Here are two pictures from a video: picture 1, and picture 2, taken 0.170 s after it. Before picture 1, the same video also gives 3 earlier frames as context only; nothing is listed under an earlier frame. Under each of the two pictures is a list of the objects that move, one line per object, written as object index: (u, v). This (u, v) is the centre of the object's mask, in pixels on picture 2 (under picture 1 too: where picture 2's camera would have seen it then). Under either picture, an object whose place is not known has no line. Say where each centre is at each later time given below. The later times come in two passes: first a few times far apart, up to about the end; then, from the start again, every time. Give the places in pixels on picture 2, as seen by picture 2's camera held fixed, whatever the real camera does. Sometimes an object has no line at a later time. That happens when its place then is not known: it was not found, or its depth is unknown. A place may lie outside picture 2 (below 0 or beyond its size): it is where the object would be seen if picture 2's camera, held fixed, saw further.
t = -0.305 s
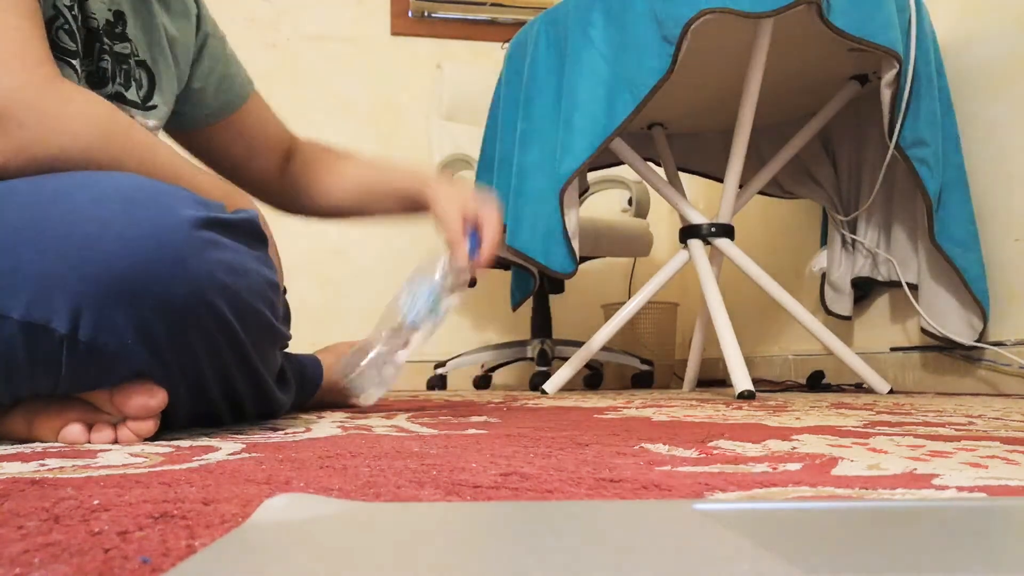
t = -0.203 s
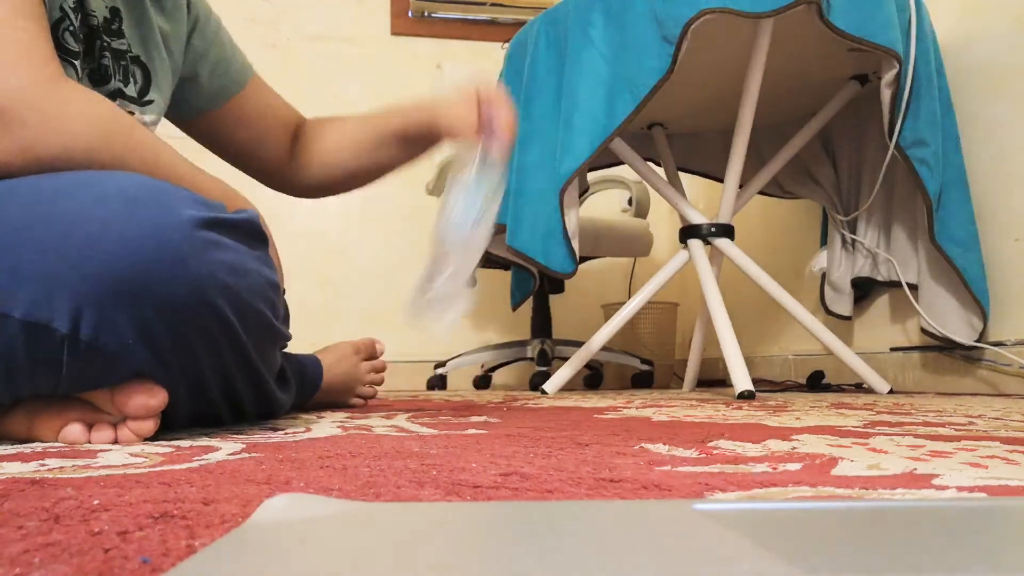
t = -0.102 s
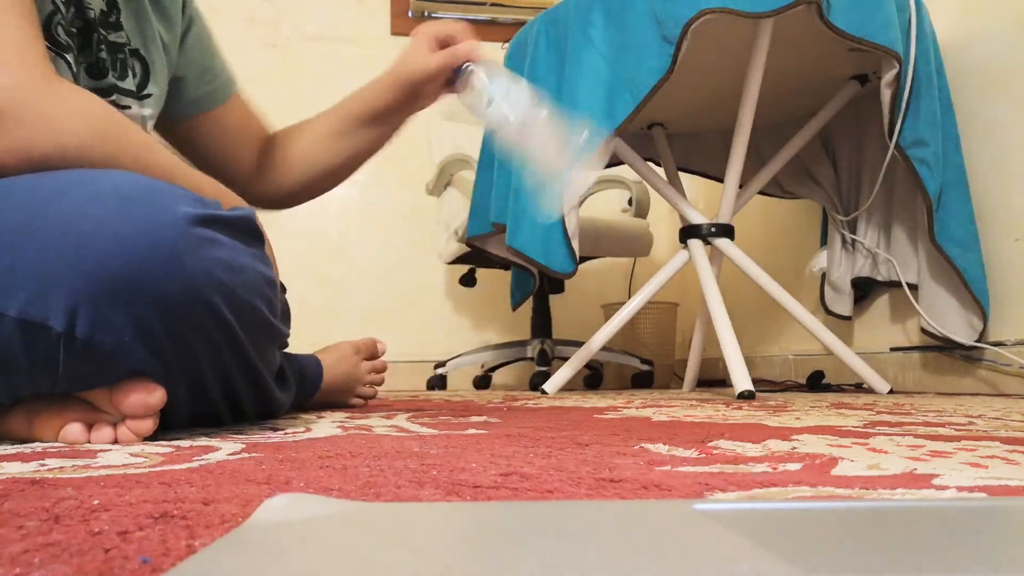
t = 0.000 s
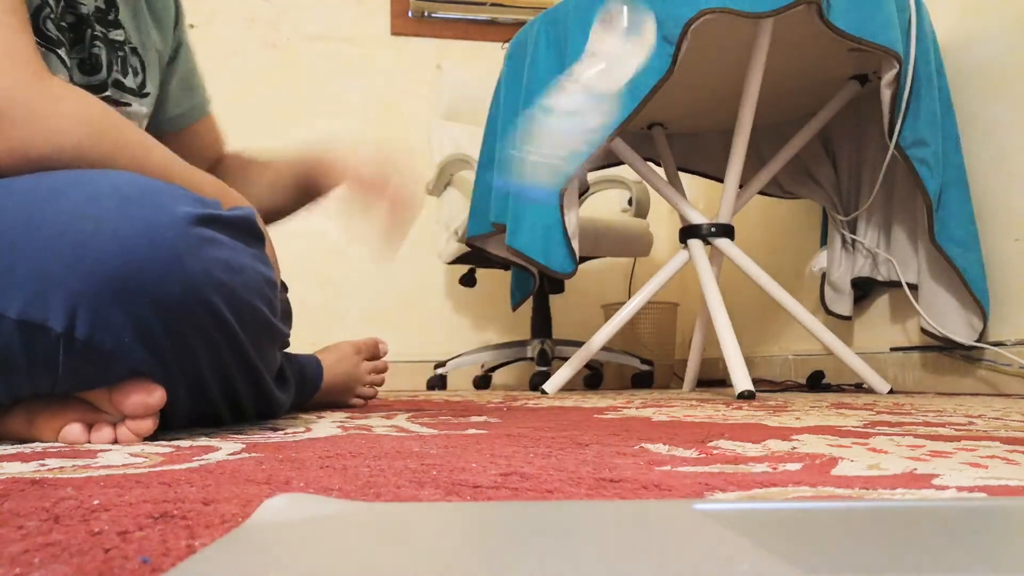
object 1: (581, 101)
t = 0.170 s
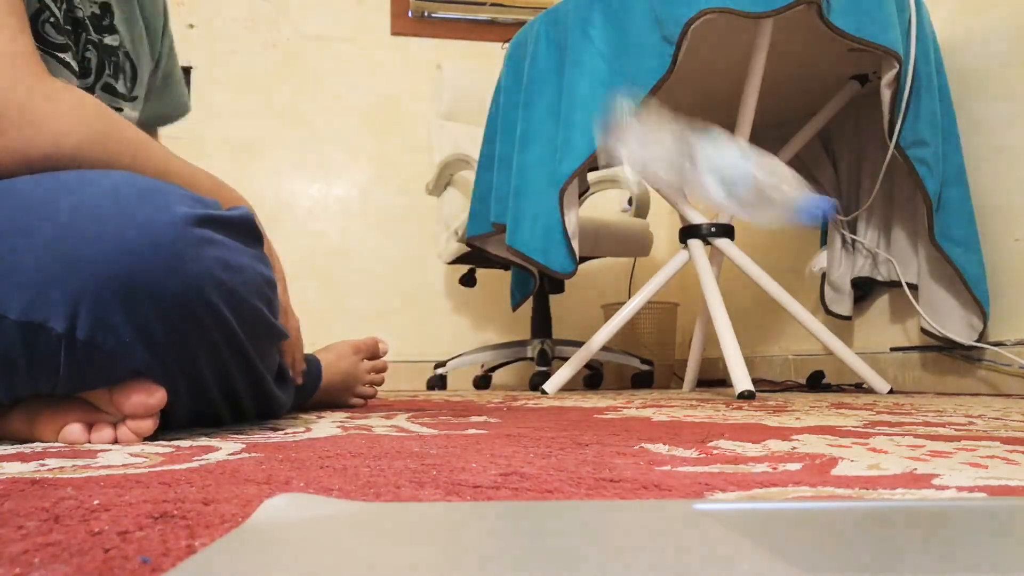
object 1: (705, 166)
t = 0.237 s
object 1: (742, 266)
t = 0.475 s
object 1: (825, 386)
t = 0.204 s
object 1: (730, 212)
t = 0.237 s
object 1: (742, 266)
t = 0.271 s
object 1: (762, 323)
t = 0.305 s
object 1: (779, 373)
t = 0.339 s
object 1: (786, 372)
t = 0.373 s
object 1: (799, 364)
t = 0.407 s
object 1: (809, 365)
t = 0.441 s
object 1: (816, 373)
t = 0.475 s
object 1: (825, 386)
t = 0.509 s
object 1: (823, 389)
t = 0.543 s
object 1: (823, 389)
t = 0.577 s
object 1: (824, 389)
